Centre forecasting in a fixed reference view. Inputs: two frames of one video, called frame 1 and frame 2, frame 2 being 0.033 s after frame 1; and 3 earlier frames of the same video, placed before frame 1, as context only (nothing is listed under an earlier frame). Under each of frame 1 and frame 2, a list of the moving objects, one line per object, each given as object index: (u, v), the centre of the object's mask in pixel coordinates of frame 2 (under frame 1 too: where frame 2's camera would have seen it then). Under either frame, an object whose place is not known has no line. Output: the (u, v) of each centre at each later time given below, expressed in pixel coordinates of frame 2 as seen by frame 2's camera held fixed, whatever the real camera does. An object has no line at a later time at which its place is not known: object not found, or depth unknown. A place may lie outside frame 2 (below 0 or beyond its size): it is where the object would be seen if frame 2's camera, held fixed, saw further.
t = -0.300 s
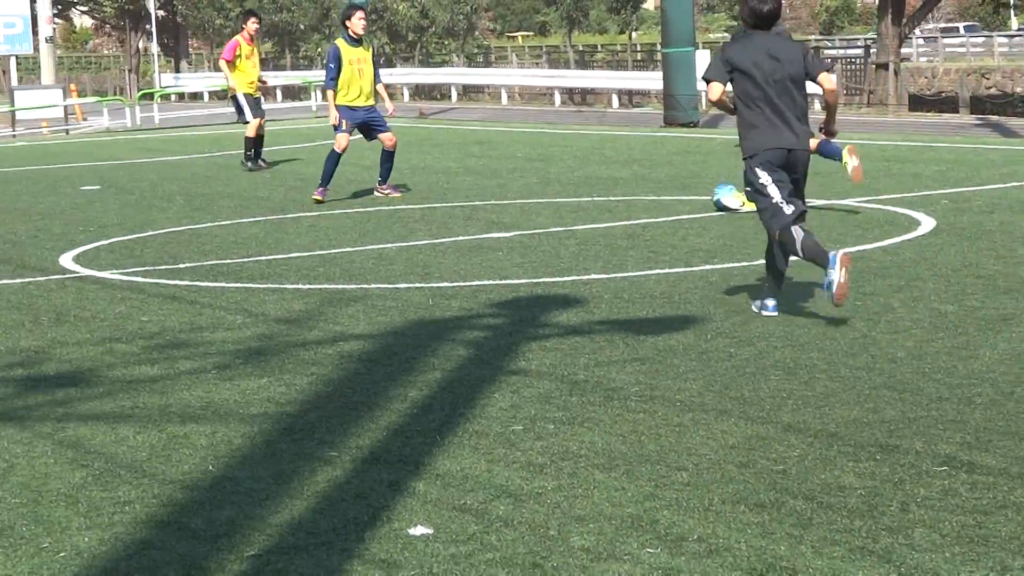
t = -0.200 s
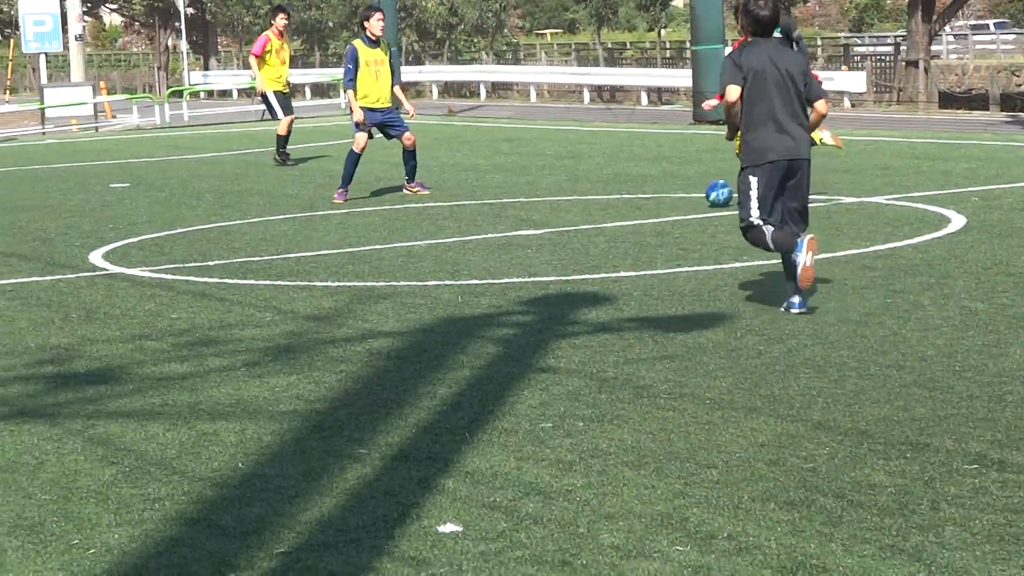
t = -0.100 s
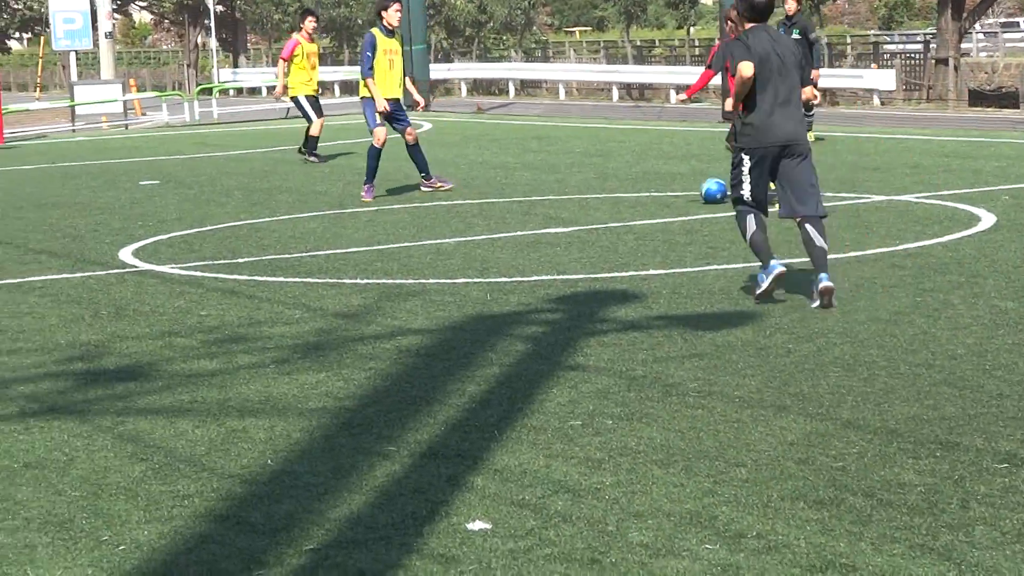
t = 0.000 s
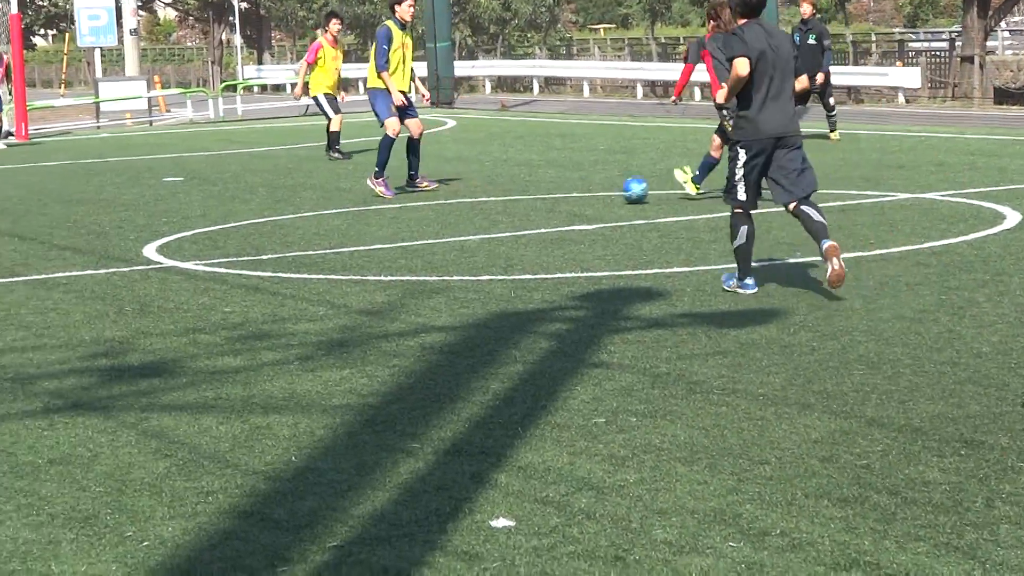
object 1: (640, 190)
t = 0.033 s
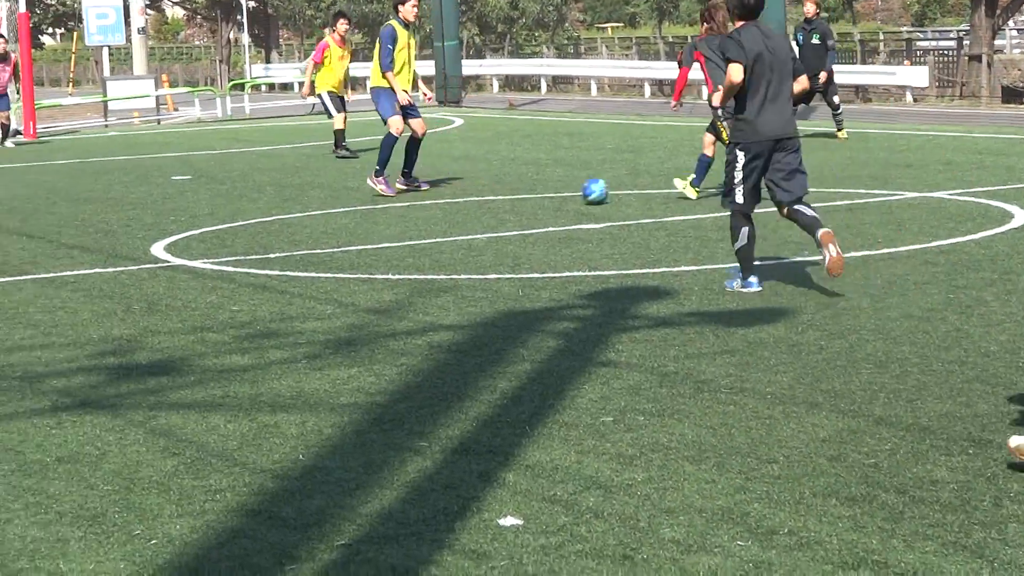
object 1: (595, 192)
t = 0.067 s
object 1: (552, 192)
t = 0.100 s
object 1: (511, 192)
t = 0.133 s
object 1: (472, 194)
